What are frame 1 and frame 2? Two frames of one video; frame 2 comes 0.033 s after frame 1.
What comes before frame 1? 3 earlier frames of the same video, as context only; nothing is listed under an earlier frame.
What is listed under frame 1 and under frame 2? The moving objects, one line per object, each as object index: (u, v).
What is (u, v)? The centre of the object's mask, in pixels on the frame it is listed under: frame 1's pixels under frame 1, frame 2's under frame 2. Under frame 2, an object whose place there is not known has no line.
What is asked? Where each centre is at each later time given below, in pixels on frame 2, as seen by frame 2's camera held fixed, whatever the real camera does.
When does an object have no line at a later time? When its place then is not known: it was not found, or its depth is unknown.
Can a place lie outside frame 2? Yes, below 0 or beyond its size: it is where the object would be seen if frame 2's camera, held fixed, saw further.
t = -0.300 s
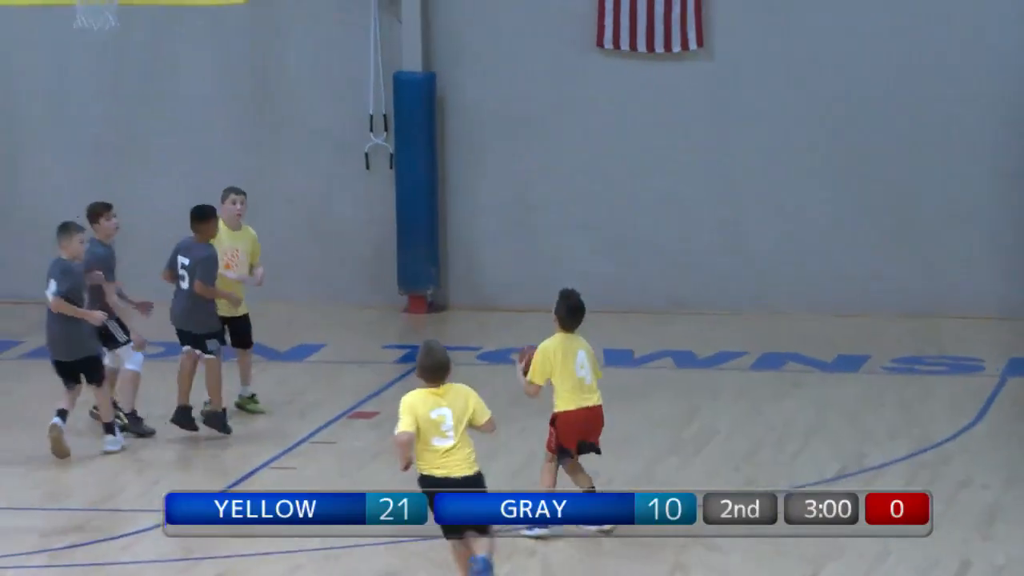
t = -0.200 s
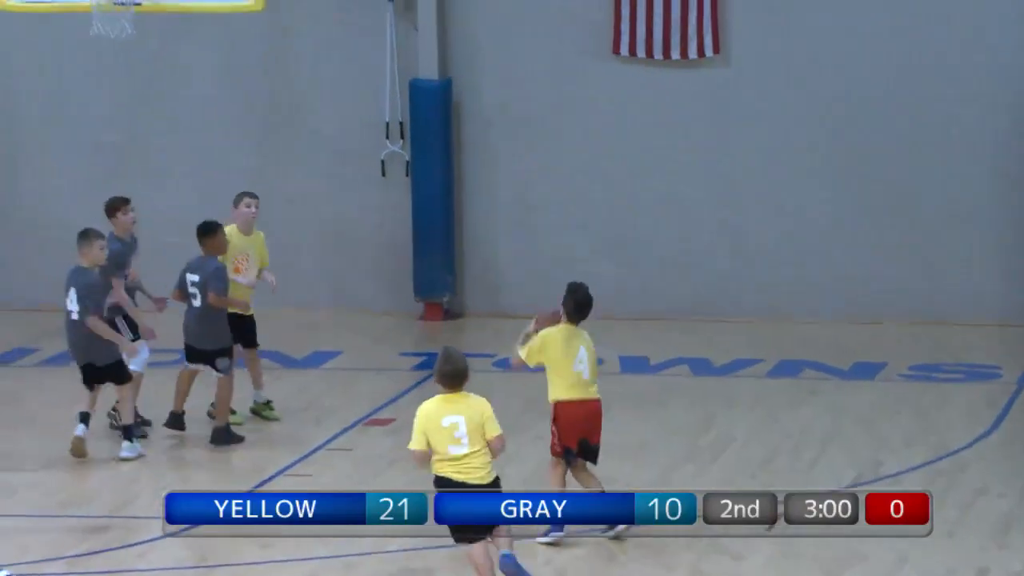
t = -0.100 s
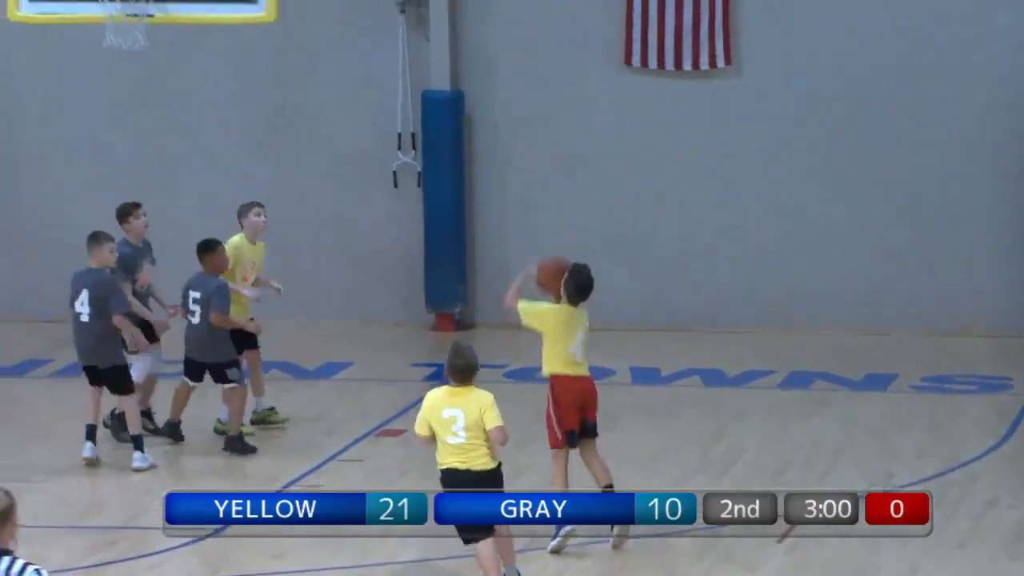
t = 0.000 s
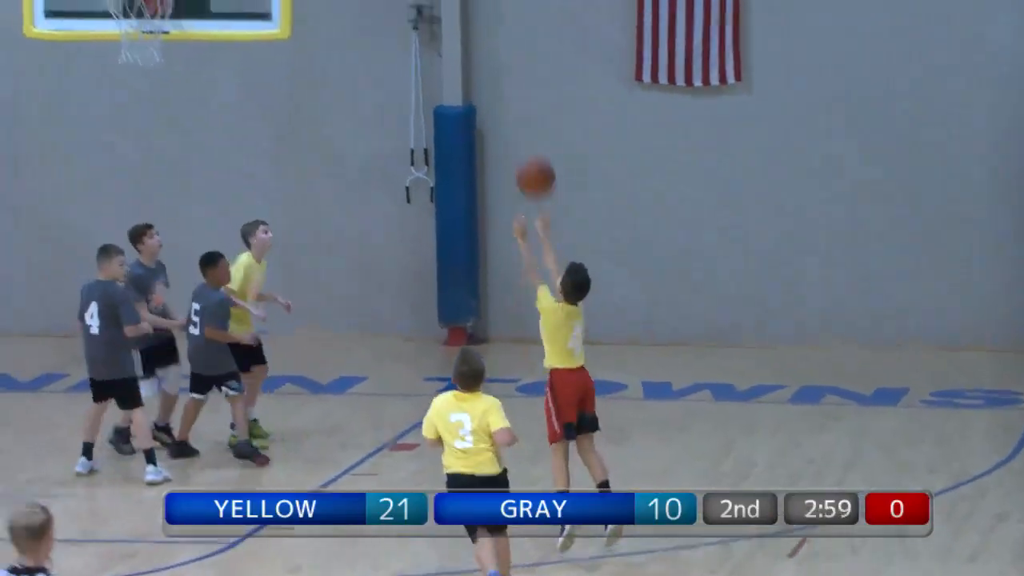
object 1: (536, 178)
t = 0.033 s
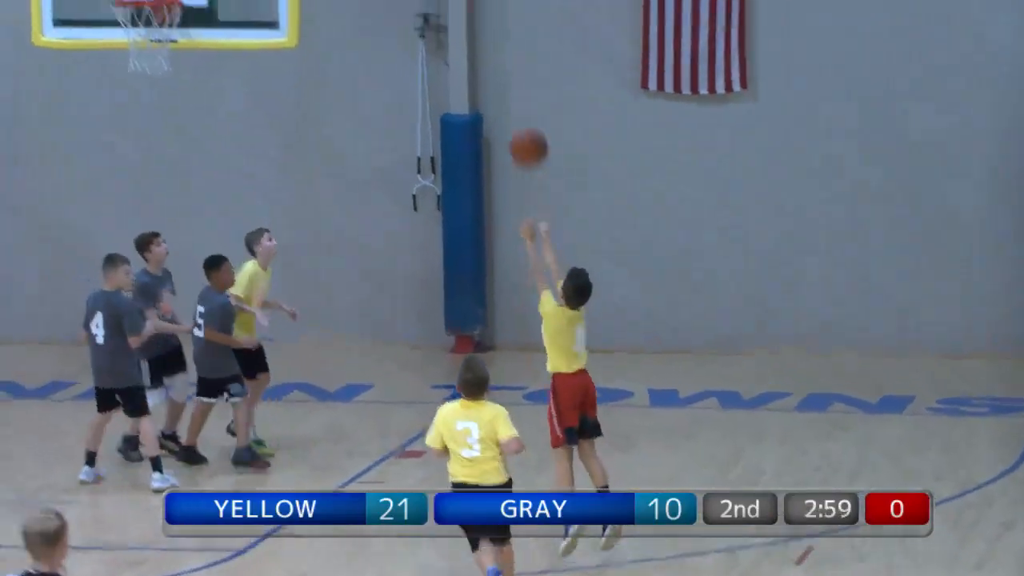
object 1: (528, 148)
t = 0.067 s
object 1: (515, 111)
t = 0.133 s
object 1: (488, 46)
